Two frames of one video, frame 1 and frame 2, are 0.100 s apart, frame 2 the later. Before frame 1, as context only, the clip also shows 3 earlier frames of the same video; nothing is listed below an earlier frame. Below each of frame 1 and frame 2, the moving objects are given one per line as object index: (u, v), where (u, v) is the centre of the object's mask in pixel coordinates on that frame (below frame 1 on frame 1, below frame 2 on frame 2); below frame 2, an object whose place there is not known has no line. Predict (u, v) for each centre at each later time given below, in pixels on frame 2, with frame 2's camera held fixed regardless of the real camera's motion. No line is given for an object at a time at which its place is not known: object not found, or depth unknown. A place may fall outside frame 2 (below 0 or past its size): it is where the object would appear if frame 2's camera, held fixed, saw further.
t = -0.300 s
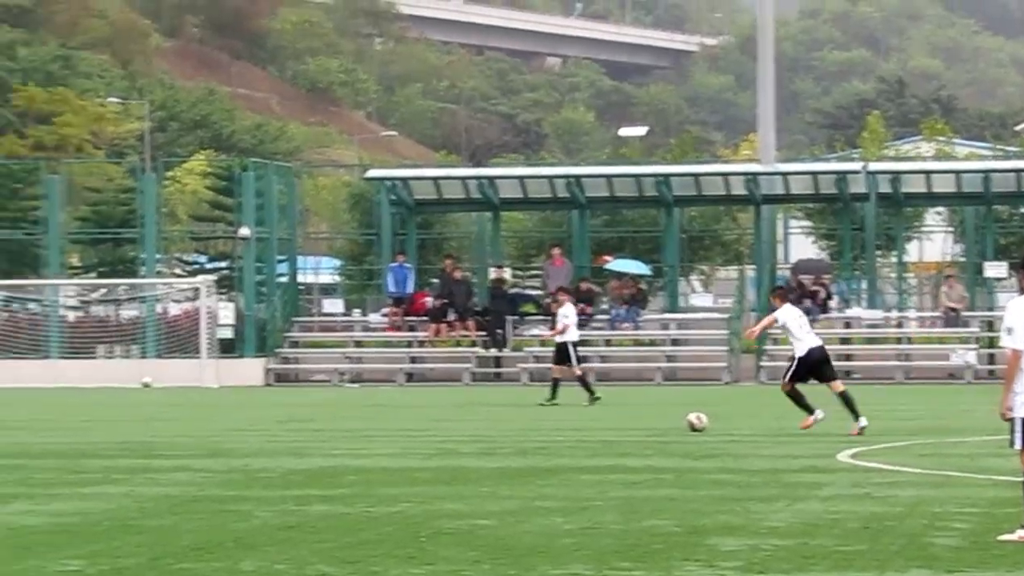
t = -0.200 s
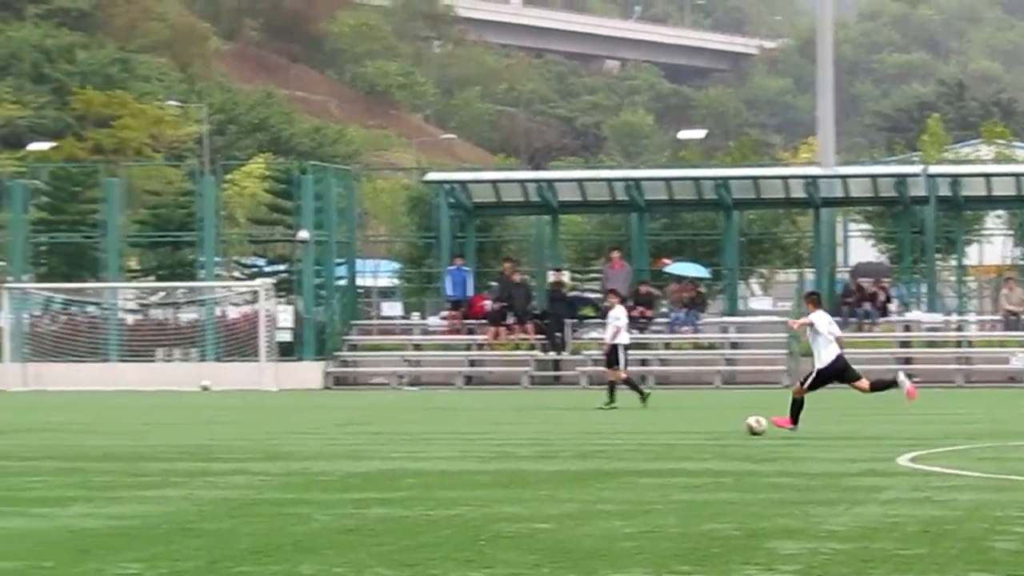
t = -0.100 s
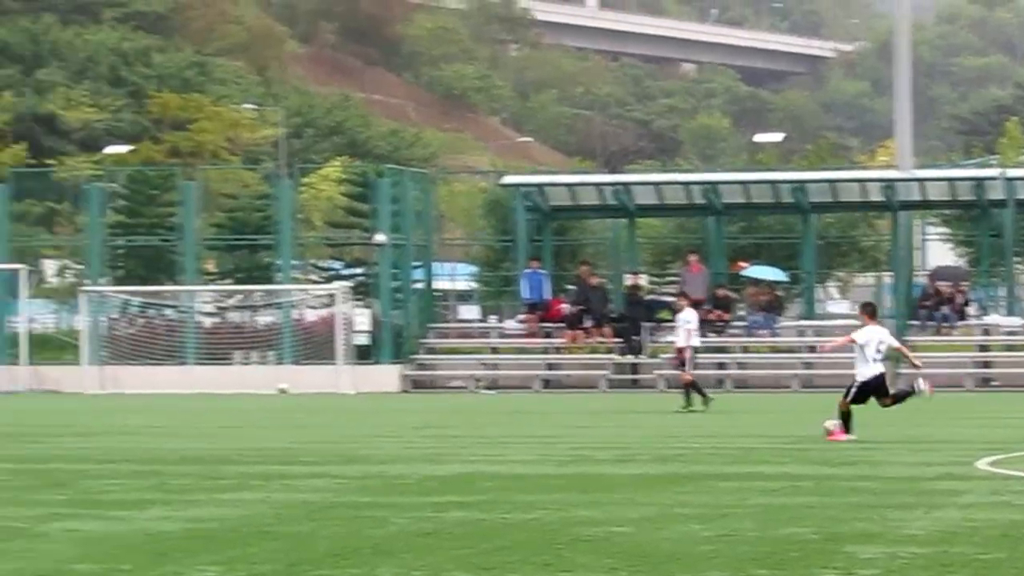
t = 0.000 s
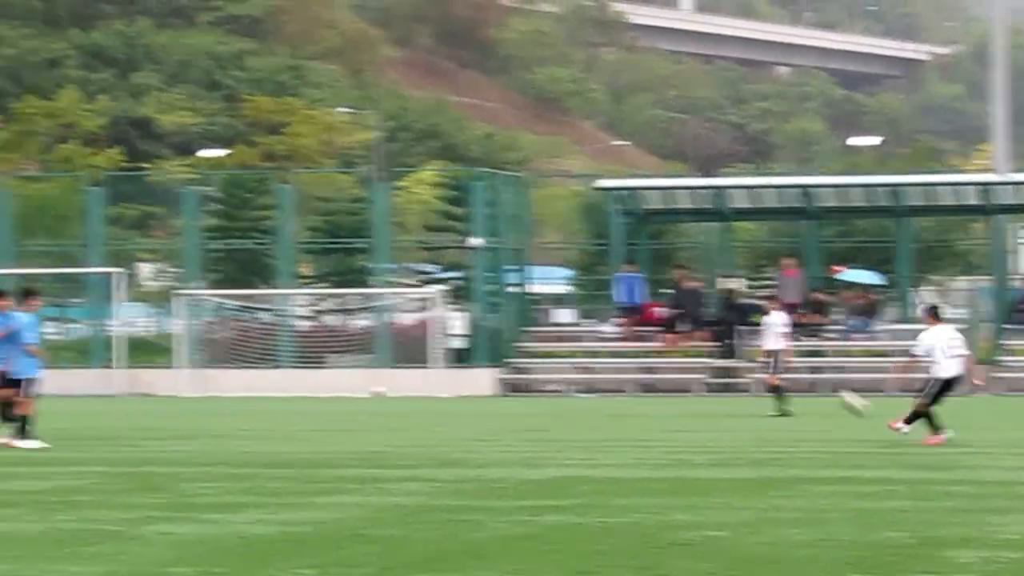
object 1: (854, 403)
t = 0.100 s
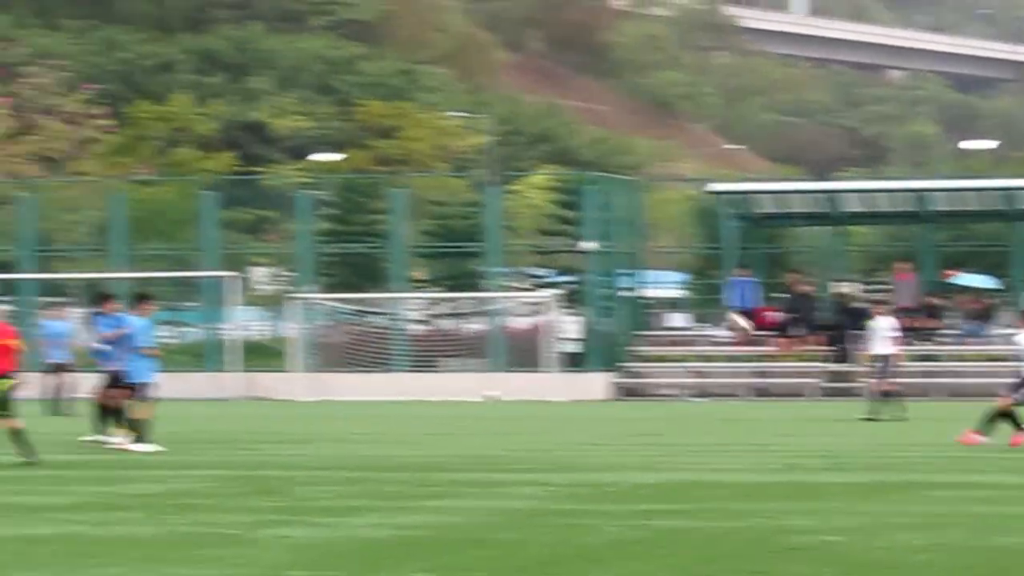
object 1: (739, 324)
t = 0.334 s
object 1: (243, 179)
